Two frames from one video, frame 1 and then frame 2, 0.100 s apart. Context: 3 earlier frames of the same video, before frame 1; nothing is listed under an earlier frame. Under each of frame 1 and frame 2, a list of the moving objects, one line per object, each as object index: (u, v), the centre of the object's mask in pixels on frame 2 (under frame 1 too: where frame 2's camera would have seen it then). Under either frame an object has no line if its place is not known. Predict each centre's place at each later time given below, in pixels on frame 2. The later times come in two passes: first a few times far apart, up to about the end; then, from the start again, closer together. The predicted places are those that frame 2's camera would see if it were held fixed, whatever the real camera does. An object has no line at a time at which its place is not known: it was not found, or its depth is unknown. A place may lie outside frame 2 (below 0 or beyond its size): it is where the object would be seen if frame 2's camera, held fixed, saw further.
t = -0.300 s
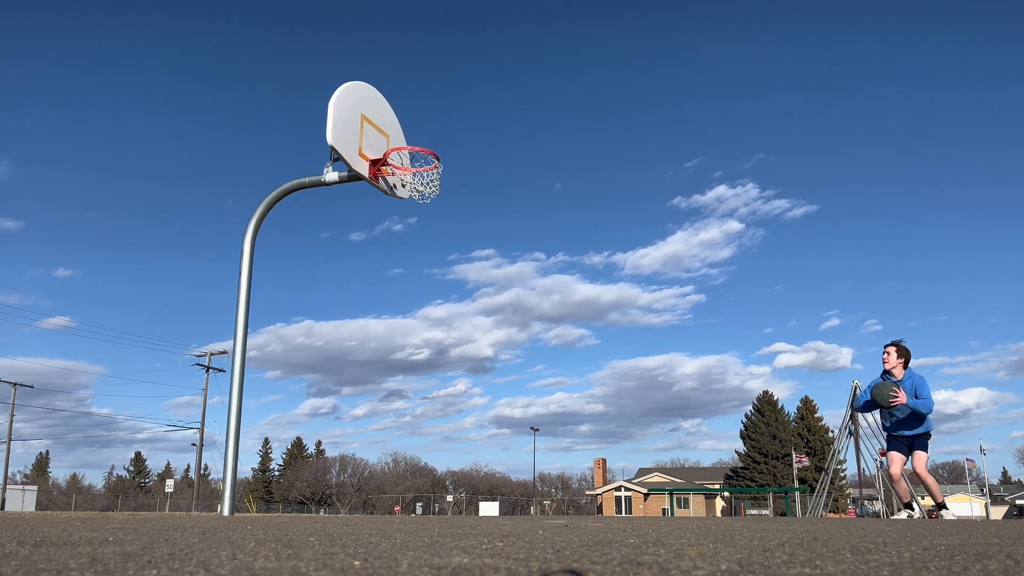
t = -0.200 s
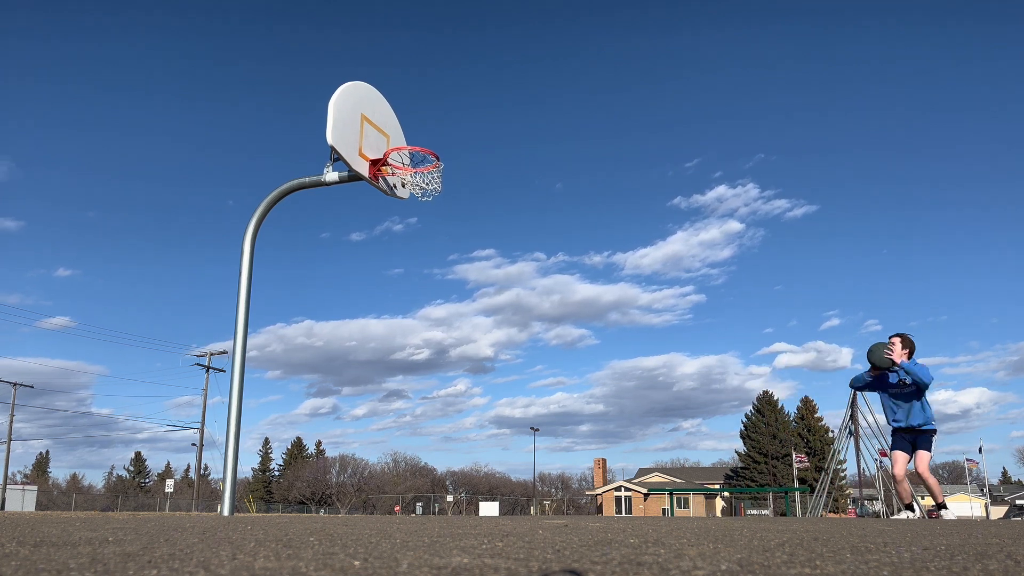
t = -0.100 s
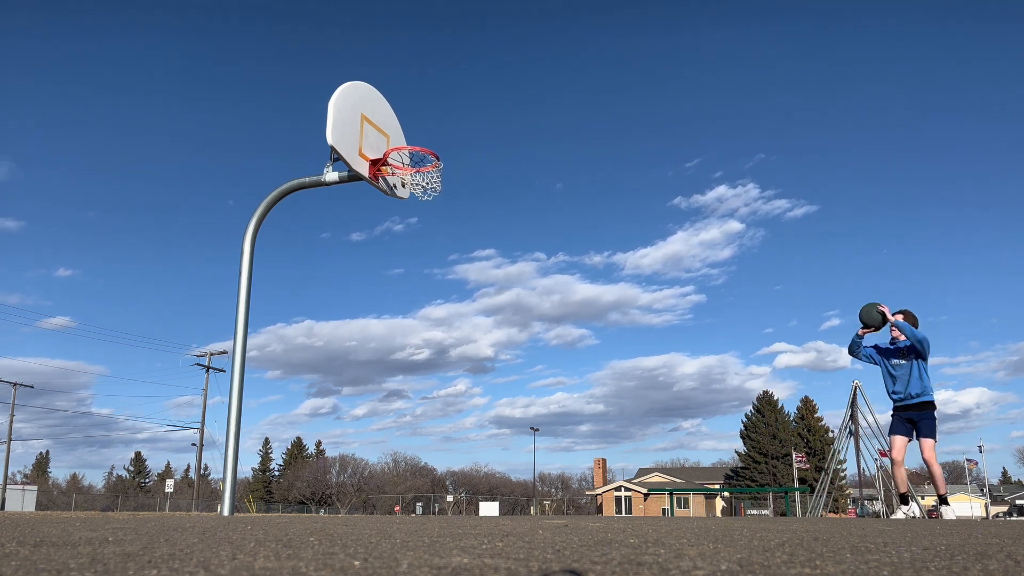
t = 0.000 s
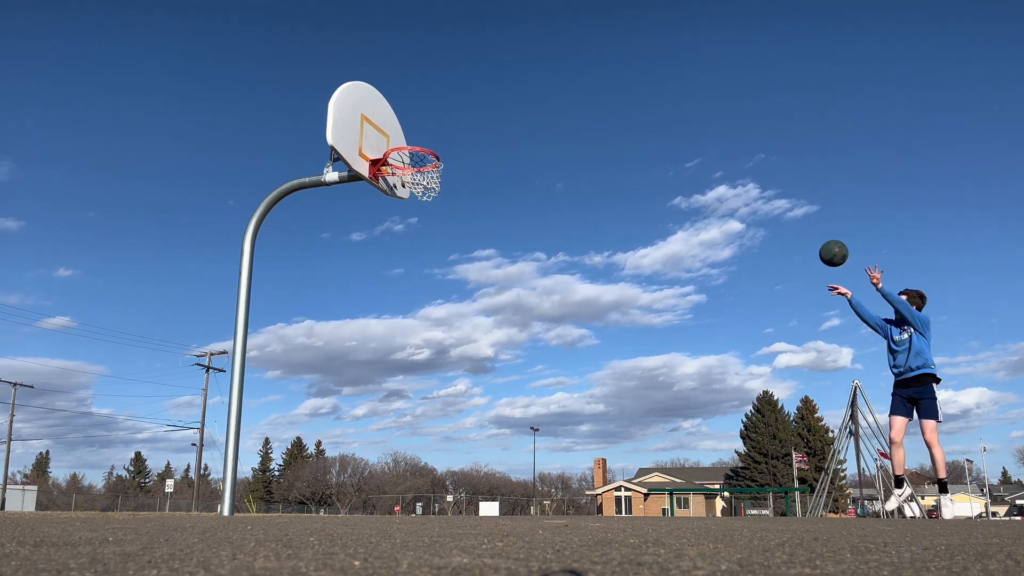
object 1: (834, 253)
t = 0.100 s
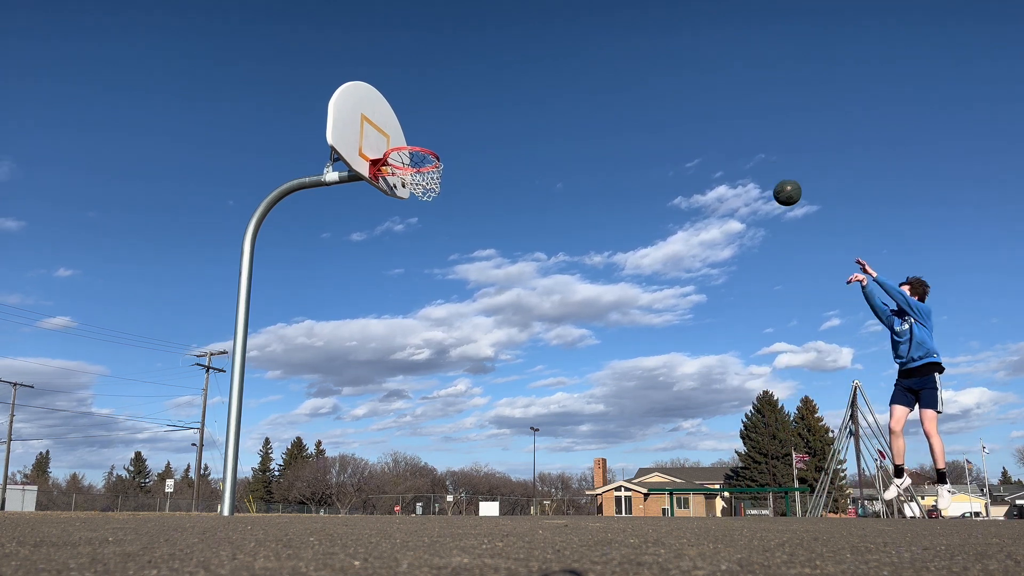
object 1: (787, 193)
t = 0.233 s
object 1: (729, 129)
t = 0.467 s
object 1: (635, 65)
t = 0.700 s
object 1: (548, 55)
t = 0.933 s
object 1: (464, 98)
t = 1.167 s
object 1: (390, 178)
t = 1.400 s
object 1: (374, 232)
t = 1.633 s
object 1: (362, 344)
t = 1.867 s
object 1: (353, 493)
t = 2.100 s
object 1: (390, 380)
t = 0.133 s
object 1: (773, 175)
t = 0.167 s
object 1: (758, 158)
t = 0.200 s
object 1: (743, 143)
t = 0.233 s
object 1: (729, 129)
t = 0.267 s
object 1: (715, 117)
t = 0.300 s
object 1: (701, 105)
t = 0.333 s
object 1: (688, 95)
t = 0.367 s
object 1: (674, 85)
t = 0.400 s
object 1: (661, 77)
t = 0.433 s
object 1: (648, 70)
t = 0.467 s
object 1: (635, 65)
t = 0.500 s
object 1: (622, 60)
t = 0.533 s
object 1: (609, 57)
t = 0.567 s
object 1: (597, 54)
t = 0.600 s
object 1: (584, 53)
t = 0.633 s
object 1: (572, 53)
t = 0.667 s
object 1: (560, 53)
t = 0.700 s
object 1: (548, 55)
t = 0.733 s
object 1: (536, 58)
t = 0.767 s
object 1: (524, 62)
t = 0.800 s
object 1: (512, 67)
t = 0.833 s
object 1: (500, 73)
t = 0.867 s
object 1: (488, 81)
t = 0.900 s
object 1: (476, 89)
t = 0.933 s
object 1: (464, 98)
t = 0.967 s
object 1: (453, 109)
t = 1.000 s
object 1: (441, 121)
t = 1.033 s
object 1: (429, 134)
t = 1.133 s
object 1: (395, 173)
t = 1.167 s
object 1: (390, 178)
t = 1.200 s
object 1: (387, 183)
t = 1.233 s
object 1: (385, 188)
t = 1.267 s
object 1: (382, 194)
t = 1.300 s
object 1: (380, 202)
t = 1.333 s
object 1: (378, 211)
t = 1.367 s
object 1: (376, 221)
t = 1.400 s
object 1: (374, 232)
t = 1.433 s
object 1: (373, 244)
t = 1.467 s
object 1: (371, 258)
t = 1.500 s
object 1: (369, 272)
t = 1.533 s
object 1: (367, 288)
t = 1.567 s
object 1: (366, 306)
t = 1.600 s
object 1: (364, 324)
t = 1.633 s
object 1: (362, 344)
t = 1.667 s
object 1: (360, 365)
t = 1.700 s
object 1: (359, 387)
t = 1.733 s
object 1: (357, 411)
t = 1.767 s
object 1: (355, 436)
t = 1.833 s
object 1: (351, 492)
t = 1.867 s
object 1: (353, 493)
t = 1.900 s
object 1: (359, 473)
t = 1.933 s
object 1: (364, 453)
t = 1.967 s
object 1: (369, 435)
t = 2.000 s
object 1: (374, 419)
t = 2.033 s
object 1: (380, 405)
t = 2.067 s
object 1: (385, 392)
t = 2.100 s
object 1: (390, 380)
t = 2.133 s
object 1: (395, 370)
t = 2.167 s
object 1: (400, 362)
